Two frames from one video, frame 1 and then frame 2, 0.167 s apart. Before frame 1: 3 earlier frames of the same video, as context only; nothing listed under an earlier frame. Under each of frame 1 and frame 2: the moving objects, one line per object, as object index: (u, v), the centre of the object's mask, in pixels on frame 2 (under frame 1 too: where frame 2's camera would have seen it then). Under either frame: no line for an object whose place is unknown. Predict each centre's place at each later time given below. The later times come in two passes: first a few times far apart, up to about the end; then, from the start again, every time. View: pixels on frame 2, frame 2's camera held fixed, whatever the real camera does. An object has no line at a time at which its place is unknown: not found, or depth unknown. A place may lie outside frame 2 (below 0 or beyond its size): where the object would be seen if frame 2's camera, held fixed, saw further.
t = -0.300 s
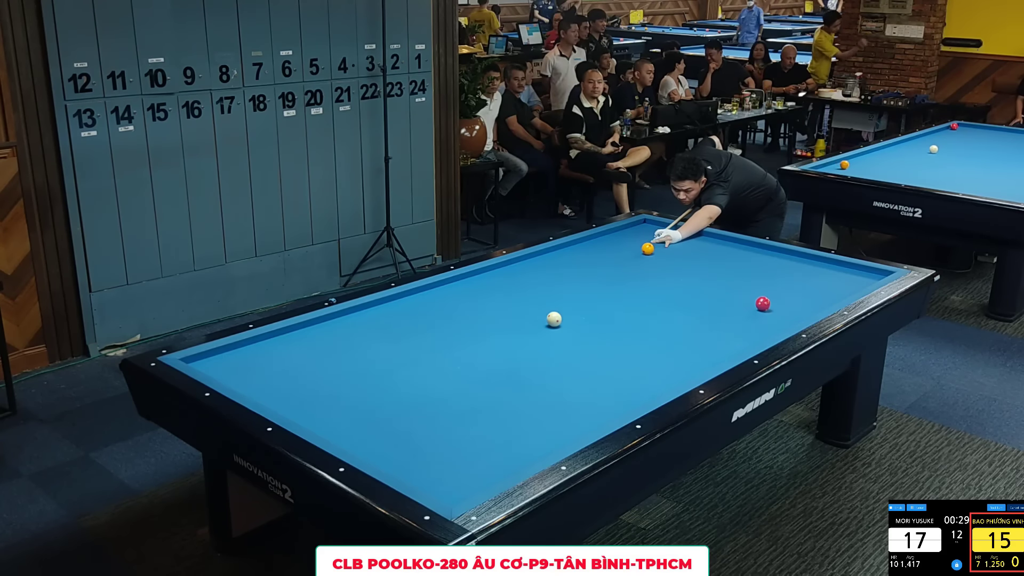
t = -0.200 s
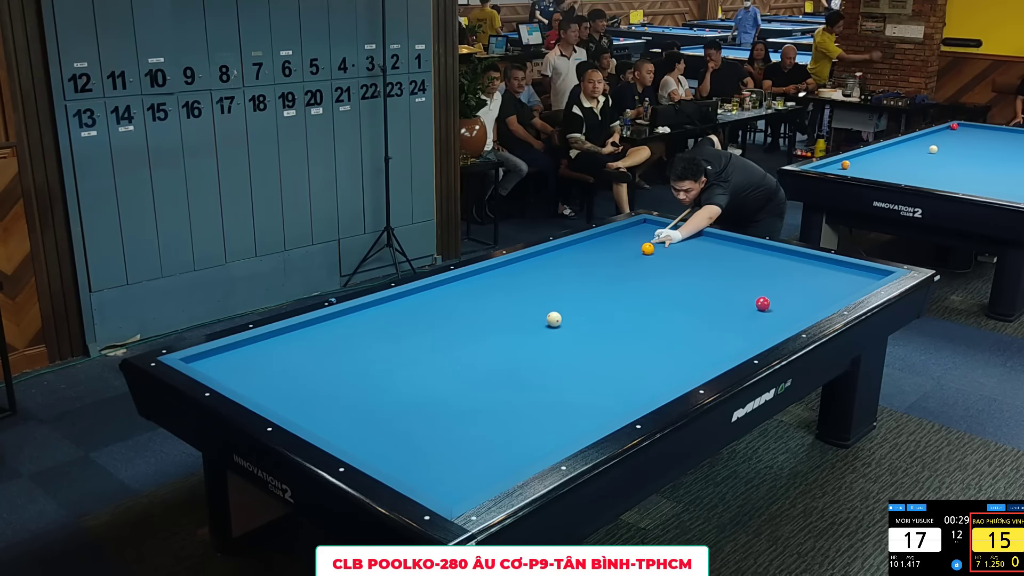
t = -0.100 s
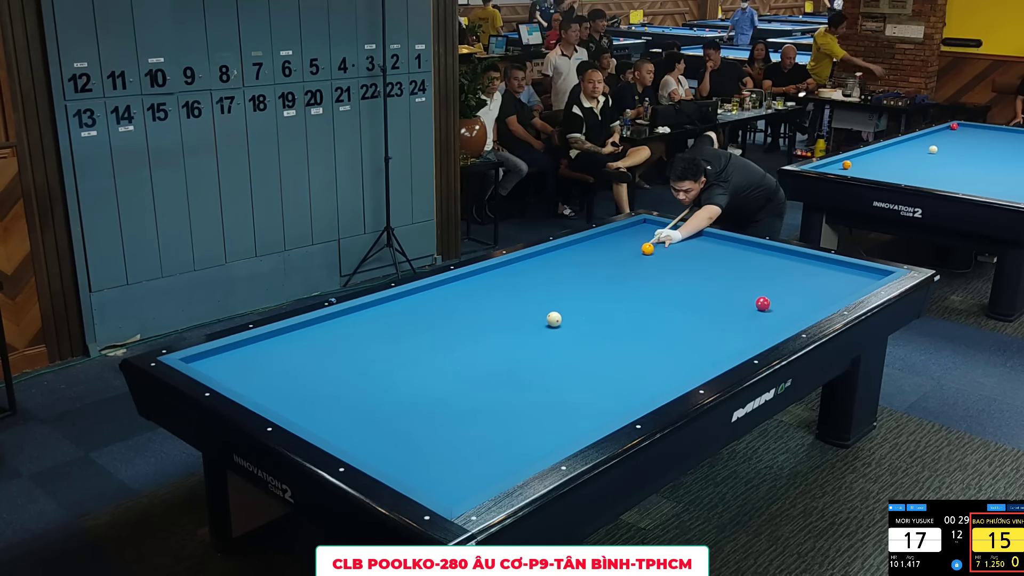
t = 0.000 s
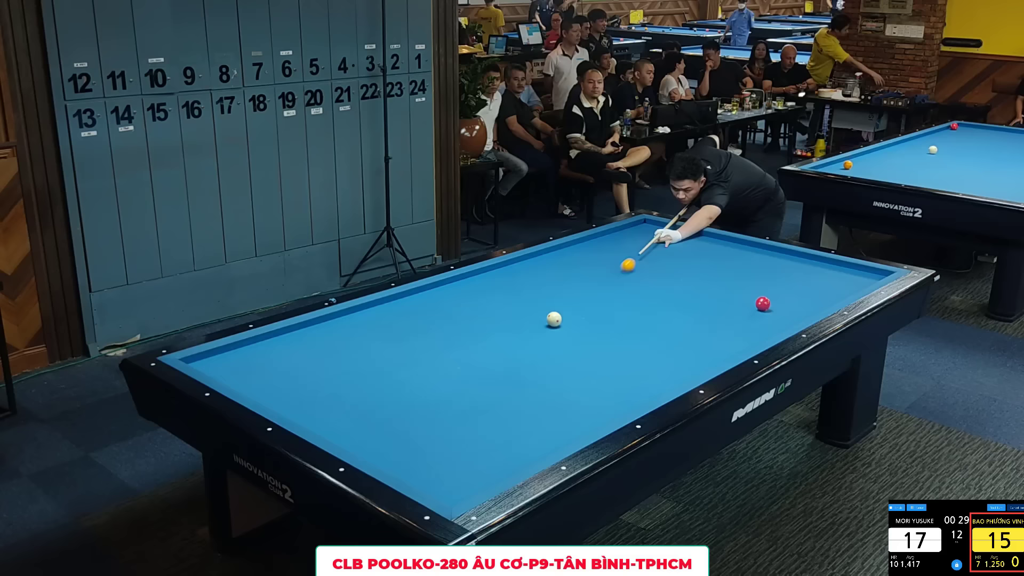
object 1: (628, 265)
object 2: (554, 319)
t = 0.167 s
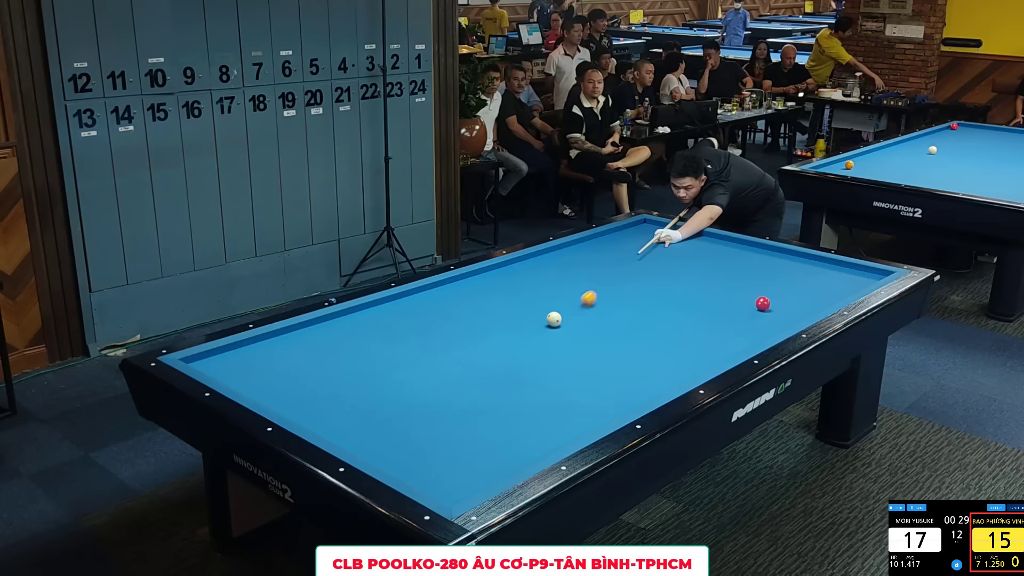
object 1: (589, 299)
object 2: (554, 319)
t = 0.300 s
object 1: (578, 325)
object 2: (527, 324)
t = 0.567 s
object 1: (627, 375)
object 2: (399, 349)
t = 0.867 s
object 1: (544, 404)
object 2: (264, 375)
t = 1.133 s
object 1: (419, 415)
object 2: (279, 359)
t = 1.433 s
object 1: (313, 411)
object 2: (327, 334)
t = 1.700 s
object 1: (320, 370)
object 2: (364, 315)
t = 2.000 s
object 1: (322, 334)
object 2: (401, 296)
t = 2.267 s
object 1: (357, 319)
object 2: (440, 288)
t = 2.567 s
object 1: (424, 316)
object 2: (480, 279)
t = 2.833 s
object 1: (481, 313)
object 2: (513, 272)
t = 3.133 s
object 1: (542, 309)
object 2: (548, 264)
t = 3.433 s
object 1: (601, 306)
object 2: (581, 257)
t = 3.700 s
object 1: (651, 303)
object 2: (607, 252)
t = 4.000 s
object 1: (706, 300)
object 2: (636, 245)
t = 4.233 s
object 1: (747, 298)
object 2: (657, 241)
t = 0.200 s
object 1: (580, 306)
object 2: (554, 320)
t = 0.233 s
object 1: (570, 314)
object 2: (554, 319)
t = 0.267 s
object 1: (571, 320)
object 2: (544, 321)
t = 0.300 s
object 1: (578, 325)
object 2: (527, 324)
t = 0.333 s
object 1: (585, 331)
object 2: (510, 327)
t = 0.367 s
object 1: (592, 336)
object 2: (494, 331)
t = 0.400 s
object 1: (598, 342)
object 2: (478, 334)
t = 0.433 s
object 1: (604, 348)
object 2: (461, 337)
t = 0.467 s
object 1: (610, 355)
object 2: (446, 340)
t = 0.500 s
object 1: (616, 361)
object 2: (430, 343)
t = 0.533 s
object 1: (622, 368)
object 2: (414, 346)
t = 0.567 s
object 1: (627, 375)
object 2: (399, 349)
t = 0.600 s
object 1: (632, 383)
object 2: (384, 352)
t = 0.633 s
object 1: (637, 391)
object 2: (369, 355)
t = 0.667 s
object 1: (641, 397)
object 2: (354, 358)
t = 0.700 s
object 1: (629, 401)
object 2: (339, 361)
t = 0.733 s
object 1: (612, 402)
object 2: (325, 363)
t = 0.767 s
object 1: (594, 402)
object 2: (310, 366)
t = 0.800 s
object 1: (577, 403)
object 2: (295, 369)
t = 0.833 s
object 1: (560, 404)
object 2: (279, 372)
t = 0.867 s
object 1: (544, 404)
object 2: (264, 375)
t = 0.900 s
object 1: (528, 405)
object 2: (248, 378)
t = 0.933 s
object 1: (513, 406)
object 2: (233, 380)
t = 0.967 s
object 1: (497, 408)
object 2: (236, 379)
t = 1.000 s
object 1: (482, 409)
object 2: (245, 375)
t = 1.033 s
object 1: (466, 411)
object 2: (255, 370)
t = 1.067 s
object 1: (451, 412)
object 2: (263, 367)
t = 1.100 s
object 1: (435, 414)
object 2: (271, 363)
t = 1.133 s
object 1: (419, 415)
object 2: (279, 359)
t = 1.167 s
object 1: (403, 416)
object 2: (285, 356)
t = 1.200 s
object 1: (387, 418)
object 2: (291, 353)
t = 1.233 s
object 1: (371, 419)
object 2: (297, 350)
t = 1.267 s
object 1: (355, 421)
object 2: (302, 347)
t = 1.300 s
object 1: (339, 422)
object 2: (307, 344)
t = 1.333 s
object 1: (323, 423)
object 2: (313, 342)
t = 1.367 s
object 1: (309, 422)
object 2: (318, 339)
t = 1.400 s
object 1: (311, 417)
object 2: (323, 336)
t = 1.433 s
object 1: (313, 411)
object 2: (327, 334)
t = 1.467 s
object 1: (315, 405)
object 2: (332, 331)
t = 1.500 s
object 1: (317, 398)
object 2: (337, 329)
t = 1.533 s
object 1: (318, 393)
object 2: (342, 326)
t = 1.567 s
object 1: (319, 388)
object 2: (346, 324)
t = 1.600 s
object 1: (319, 383)
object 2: (351, 322)
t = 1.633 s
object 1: (319, 379)
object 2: (355, 319)
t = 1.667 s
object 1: (320, 374)
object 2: (359, 317)
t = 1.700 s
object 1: (320, 370)
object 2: (364, 315)
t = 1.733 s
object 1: (320, 365)
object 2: (368, 312)
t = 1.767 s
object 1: (320, 361)
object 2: (372, 310)
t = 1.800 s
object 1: (321, 357)
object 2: (376, 308)
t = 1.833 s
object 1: (321, 353)
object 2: (380, 306)
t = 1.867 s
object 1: (321, 349)
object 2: (384, 304)
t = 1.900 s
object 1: (321, 345)
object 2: (388, 302)
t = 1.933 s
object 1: (322, 341)
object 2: (392, 300)
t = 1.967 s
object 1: (322, 337)
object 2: (396, 298)
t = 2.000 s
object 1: (322, 334)
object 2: (401, 296)
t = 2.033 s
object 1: (322, 330)
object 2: (406, 295)
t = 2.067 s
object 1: (322, 326)
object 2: (411, 294)
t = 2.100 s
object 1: (322, 323)
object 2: (416, 293)
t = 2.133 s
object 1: (323, 320)
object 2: (421, 292)
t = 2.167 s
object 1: (332, 320)
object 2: (425, 291)
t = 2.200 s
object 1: (340, 320)
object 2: (430, 290)
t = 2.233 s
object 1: (349, 320)
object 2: (435, 289)
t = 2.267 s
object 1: (357, 319)
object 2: (440, 288)
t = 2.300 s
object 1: (365, 319)
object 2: (444, 287)
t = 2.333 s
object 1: (373, 318)
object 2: (449, 286)
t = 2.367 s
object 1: (380, 318)
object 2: (454, 285)
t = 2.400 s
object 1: (388, 318)
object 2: (458, 284)
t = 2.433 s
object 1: (395, 317)
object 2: (463, 283)
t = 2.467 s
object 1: (402, 317)
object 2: (467, 282)
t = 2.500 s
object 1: (410, 316)
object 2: (472, 281)
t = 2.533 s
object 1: (417, 316)
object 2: (476, 280)
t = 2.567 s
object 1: (424, 316)
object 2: (480, 279)
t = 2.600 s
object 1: (432, 315)
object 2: (485, 278)
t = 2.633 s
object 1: (439, 315)
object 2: (489, 278)
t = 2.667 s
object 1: (446, 314)
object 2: (493, 276)
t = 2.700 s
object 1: (453, 314)
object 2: (497, 276)
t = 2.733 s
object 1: (460, 314)
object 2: (501, 275)
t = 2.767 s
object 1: (467, 313)
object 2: (506, 274)
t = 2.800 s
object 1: (474, 313)
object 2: (510, 273)
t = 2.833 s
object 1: (481, 313)
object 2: (513, 272)
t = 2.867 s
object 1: (488, 312)
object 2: (518, 271)
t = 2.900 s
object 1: (495, 312)
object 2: (522, 270)
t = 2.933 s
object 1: (502, 311)
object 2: (525, 269)
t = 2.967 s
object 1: (508, 311)
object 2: (529, 269)
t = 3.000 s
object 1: (515, 311)
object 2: (533, 268)
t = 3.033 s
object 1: (522, 310)
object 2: (537, 267)
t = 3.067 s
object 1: (529, 309)
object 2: (541, 266)
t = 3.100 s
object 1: (536, 309)
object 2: (545, 265)
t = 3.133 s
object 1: (542, 309)
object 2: (548, 264)
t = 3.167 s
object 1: (549, 308)
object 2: (552, 264)
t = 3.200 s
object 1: (555, 308)
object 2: (556, 263)
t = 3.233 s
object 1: (562, 308)
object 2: (559, 262)
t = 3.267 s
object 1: (569, 307)
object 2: (563, 261)
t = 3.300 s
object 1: (575, 307)
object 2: (566, 260)
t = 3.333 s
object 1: (582, 307)
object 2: (570, 260)
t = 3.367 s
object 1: (588, 306)
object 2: (574, 259)
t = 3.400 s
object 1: (594, 306)
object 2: (577, 258)
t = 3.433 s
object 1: (601, 306)
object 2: (581, 257)
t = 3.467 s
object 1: (607, 305)
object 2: (584, 257)
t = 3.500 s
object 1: (614, 305)
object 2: (588, 256)
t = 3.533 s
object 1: (620, 305)
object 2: (591, 255)
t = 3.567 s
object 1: (626, 305)
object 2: (594, 254)
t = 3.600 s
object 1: (633, 304)
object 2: (598, 254)
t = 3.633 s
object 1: (639, 304)
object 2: (601, 253)
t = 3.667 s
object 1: (645, 303)
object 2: (604, 252)
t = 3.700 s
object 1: (651, 303)
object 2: (607, 252)
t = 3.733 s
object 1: (658, 303)
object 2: (611, 251)
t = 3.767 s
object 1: (664, 302)
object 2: (614, 250)
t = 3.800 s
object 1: (670, 302)
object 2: (617, 249)
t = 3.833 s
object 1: (676, 301)
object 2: (620, 249)
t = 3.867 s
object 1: (682, 301)
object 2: (624, 248)
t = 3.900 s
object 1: (688, 301)
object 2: (627, 247)
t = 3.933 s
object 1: (694, 300)
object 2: (630, 246)
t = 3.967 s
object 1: (700, 300)
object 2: (633, 246)
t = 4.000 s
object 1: (706, 300)
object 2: (636, 245)
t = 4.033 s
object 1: (712, 300)
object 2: (639, 245)
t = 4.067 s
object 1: (718, 299)
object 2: (642, 244)
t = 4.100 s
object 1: (724, 299)
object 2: (645, 243)
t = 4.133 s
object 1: (730, 299)
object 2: (648, 243)
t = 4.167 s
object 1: (736, 298)
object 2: (651, 242)
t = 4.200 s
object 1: (742, 298)
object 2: (654, 241)
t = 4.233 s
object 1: (747, 298)
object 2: (657, 241)
